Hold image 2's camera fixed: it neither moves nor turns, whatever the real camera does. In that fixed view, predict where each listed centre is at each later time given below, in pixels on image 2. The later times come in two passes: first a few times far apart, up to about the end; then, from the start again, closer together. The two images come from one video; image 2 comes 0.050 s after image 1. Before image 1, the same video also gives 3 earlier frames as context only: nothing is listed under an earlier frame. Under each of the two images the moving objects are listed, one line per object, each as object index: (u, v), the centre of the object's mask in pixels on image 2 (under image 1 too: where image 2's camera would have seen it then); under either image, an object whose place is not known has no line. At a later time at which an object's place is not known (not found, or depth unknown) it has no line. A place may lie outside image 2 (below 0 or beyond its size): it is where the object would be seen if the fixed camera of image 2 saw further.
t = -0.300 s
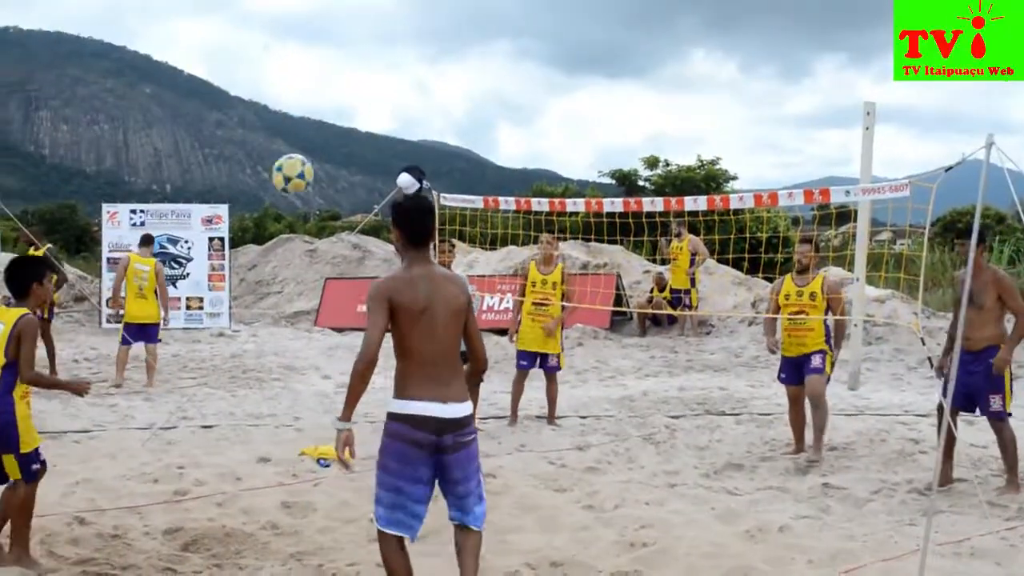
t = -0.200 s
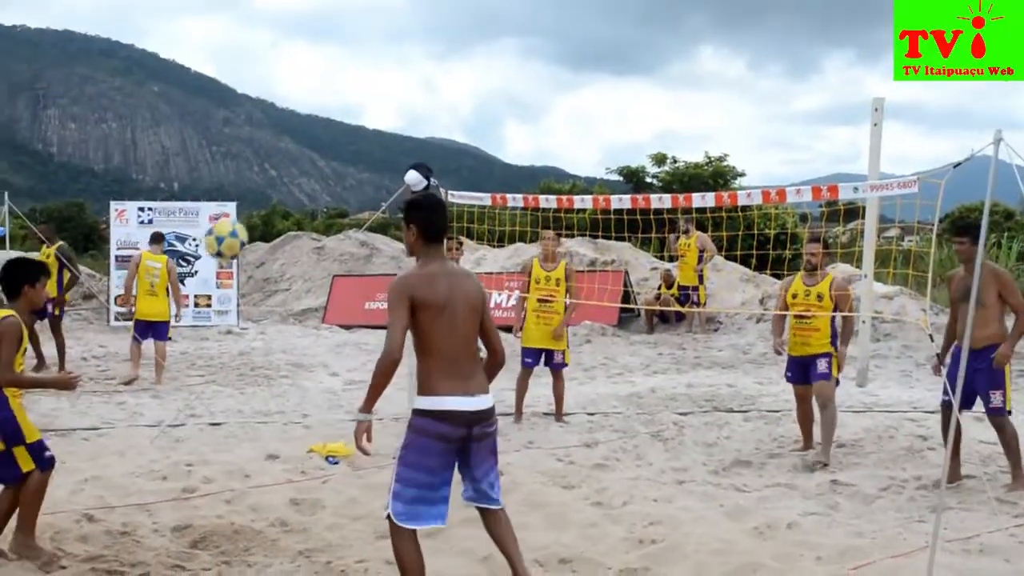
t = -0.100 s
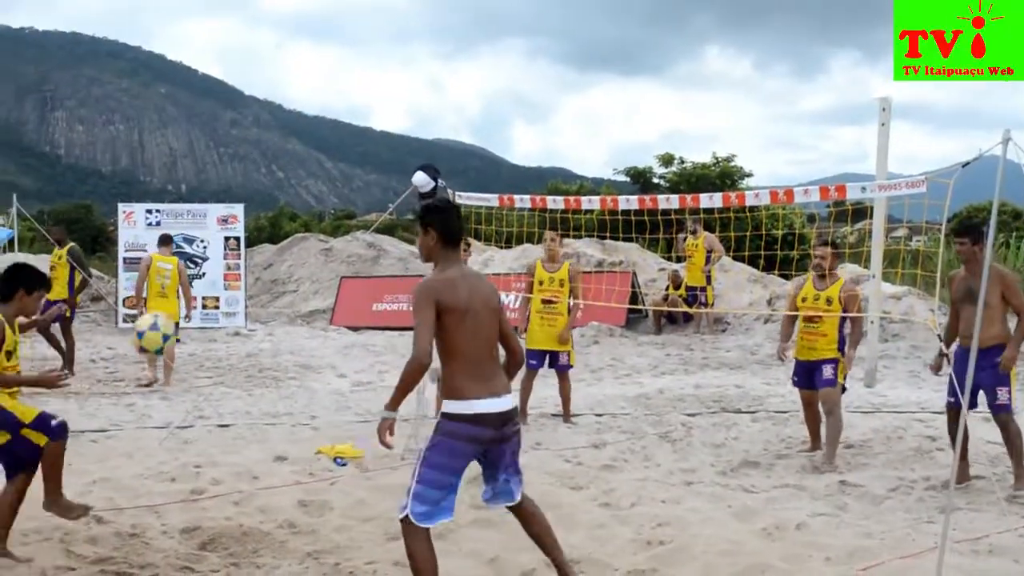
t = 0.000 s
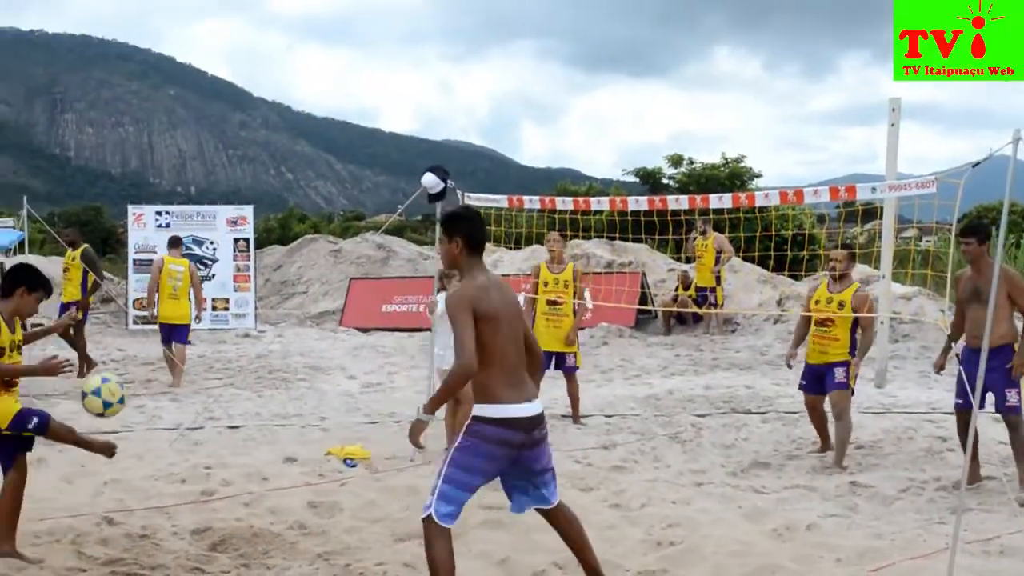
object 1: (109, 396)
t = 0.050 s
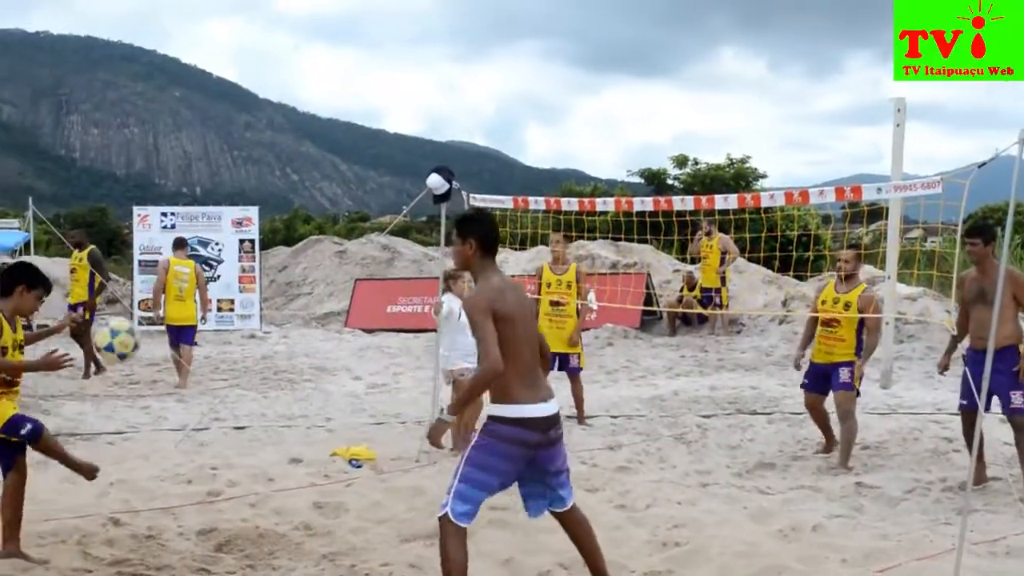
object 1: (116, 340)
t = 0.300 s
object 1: (162, 111)
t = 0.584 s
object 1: (227, 4)
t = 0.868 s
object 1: (306, 73)
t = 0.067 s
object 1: (119, 320)
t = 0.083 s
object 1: (121, 303)
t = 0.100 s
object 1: (124, 286)
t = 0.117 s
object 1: (127, 269)
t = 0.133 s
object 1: (131, 253)
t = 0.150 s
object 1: (133, 236)
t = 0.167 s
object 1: (136, 221)
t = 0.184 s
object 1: (139, 205)
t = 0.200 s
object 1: (142, 190)
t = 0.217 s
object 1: (146, 177)
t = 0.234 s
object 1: (149, 163)
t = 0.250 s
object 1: (152, 149)
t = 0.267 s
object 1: (155, 134)
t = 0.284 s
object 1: (159, 123)
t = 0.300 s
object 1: (162, 111)
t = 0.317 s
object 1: (166, 100)
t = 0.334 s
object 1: (169, 89)
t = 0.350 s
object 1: (173, 80)
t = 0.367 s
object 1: (176, 70)
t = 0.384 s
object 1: (180, 61)
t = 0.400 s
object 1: (184, 52)
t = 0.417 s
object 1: (187, 44)
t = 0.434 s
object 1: (191, 36)
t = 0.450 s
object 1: (195, 29)
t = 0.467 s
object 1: (199, 22)
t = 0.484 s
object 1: (203, 17)
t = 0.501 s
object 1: (207, 13)
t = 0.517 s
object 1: (211, 10)
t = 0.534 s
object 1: (214, 8)
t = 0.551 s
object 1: (218, 6)
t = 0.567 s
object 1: (223, 5)
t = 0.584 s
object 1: (227, 4)
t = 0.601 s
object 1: (231, 3)
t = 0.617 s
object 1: (235, 3)
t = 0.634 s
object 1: (240, 3)
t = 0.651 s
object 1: (244, 3)
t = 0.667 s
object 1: (249, 4)
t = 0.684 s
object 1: (253, 5)
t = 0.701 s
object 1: (257, 6)
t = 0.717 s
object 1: (262, 7)
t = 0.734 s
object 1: (266, 10)
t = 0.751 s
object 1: (272, 14)
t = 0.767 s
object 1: (276, 21)
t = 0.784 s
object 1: (281, 28)
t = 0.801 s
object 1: (285, 35)
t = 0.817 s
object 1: (290, 44)
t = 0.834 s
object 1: (295, 53)
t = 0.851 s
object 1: (300, 63)
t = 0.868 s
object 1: (306, 73)
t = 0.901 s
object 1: (315, 98)
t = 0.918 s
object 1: (320, 112)
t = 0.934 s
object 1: (326, 125)
